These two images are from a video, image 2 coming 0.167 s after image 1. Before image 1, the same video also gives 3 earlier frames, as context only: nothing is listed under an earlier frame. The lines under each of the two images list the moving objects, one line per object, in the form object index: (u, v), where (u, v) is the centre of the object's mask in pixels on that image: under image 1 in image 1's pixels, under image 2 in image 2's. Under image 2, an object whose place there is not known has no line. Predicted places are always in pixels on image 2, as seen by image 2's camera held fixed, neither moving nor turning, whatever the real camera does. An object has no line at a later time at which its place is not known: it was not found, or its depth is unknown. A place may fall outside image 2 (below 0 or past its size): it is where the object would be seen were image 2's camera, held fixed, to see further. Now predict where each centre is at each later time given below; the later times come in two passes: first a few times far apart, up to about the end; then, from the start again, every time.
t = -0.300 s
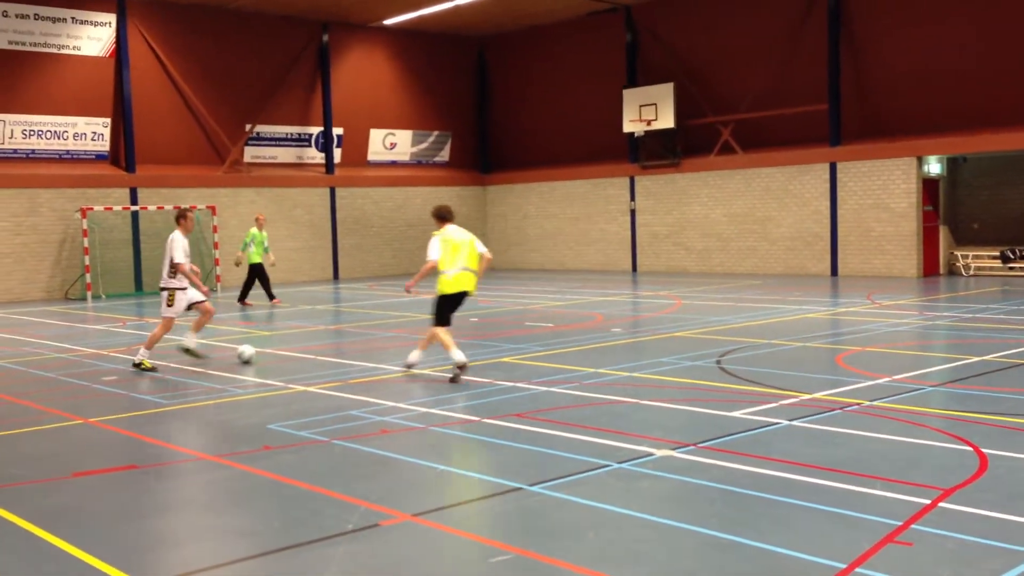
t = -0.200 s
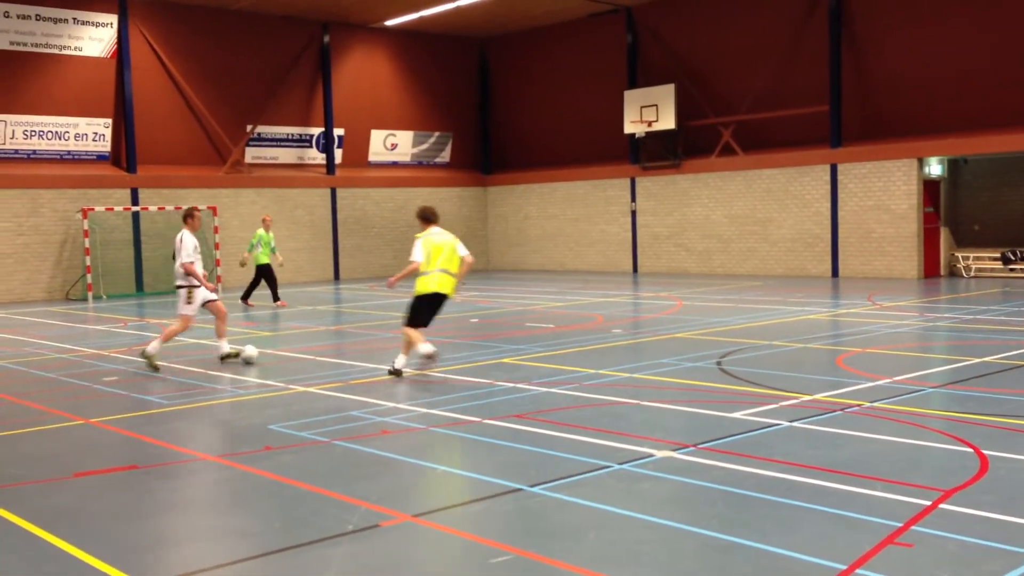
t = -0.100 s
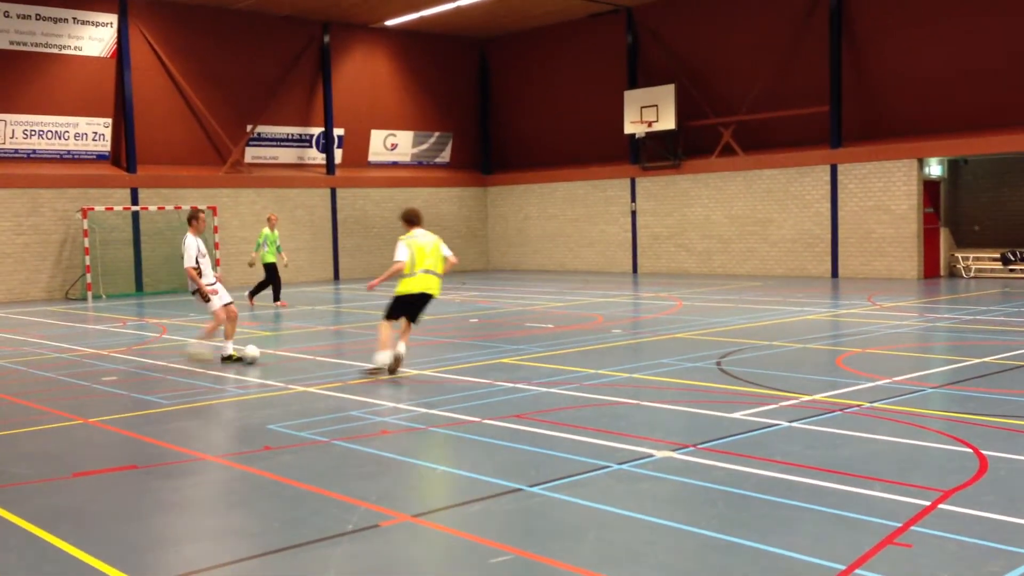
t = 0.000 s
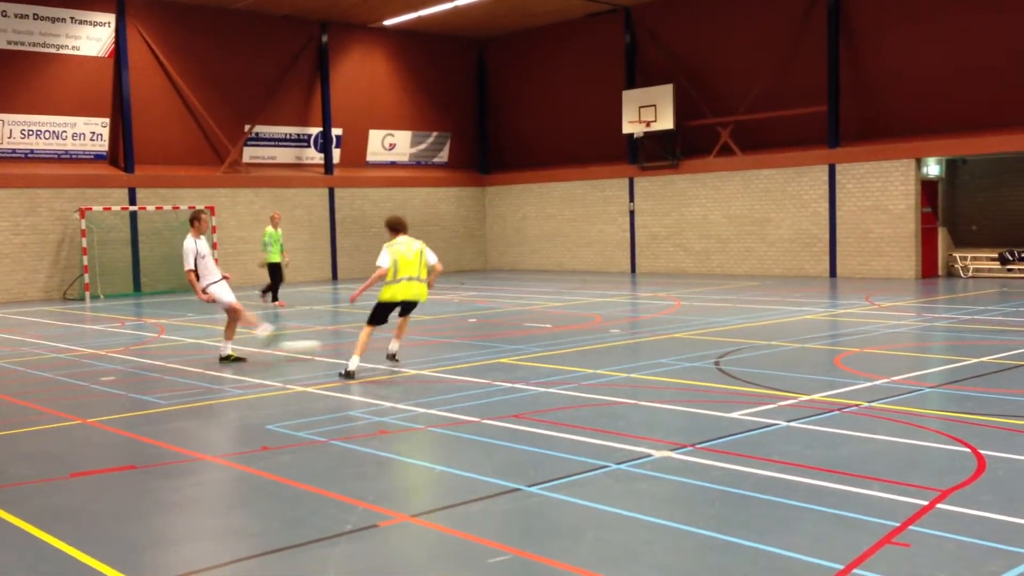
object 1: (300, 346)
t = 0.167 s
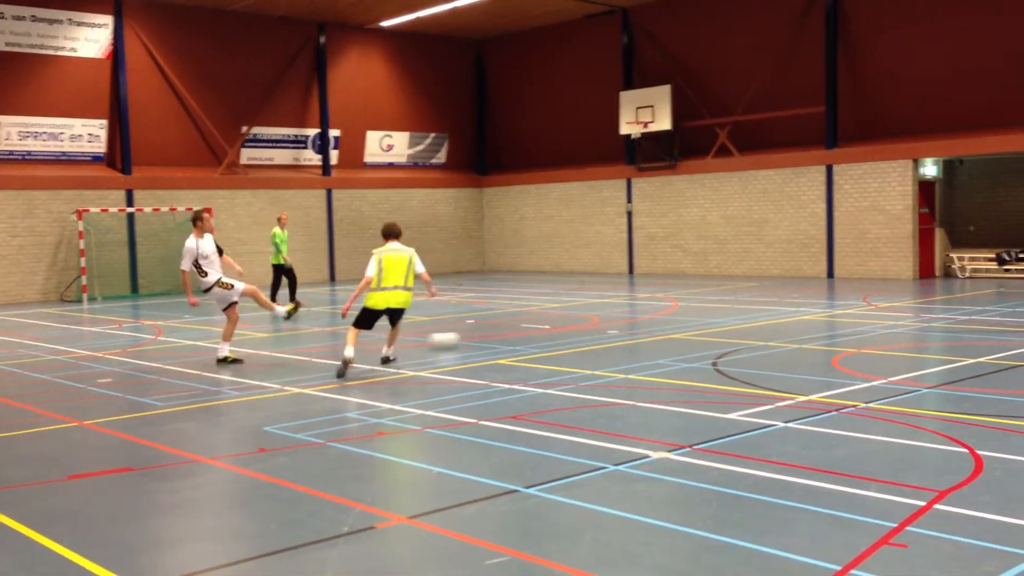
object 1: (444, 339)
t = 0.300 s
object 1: (536, 332)
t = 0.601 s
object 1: (693, 319)
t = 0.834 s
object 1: (791, 314)
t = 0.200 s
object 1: (468, 337)
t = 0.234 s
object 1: (492, 334)
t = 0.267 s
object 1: (514, 333)
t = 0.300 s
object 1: (536, 332)
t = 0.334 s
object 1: (558, 331)
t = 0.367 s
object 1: (577, 329)
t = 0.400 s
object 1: (596, 328)
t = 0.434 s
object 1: (614, 326)
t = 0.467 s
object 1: (631, 326)
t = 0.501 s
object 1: (646, 325)
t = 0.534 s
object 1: (663, 323)
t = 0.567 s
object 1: (678, 321)
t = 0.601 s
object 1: (693, 319)
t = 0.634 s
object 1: (708, 318)
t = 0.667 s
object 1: (722, 319)
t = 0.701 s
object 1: (736, 317)
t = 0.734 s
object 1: (750, 316)
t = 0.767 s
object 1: (763, 314)
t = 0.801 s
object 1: (777, 313)
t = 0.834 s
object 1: (791, 314)
